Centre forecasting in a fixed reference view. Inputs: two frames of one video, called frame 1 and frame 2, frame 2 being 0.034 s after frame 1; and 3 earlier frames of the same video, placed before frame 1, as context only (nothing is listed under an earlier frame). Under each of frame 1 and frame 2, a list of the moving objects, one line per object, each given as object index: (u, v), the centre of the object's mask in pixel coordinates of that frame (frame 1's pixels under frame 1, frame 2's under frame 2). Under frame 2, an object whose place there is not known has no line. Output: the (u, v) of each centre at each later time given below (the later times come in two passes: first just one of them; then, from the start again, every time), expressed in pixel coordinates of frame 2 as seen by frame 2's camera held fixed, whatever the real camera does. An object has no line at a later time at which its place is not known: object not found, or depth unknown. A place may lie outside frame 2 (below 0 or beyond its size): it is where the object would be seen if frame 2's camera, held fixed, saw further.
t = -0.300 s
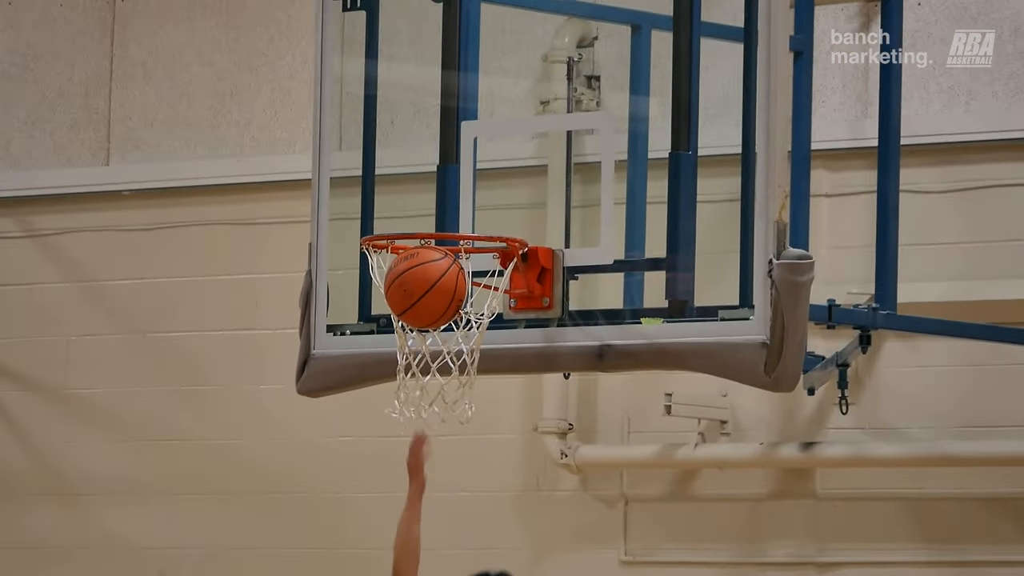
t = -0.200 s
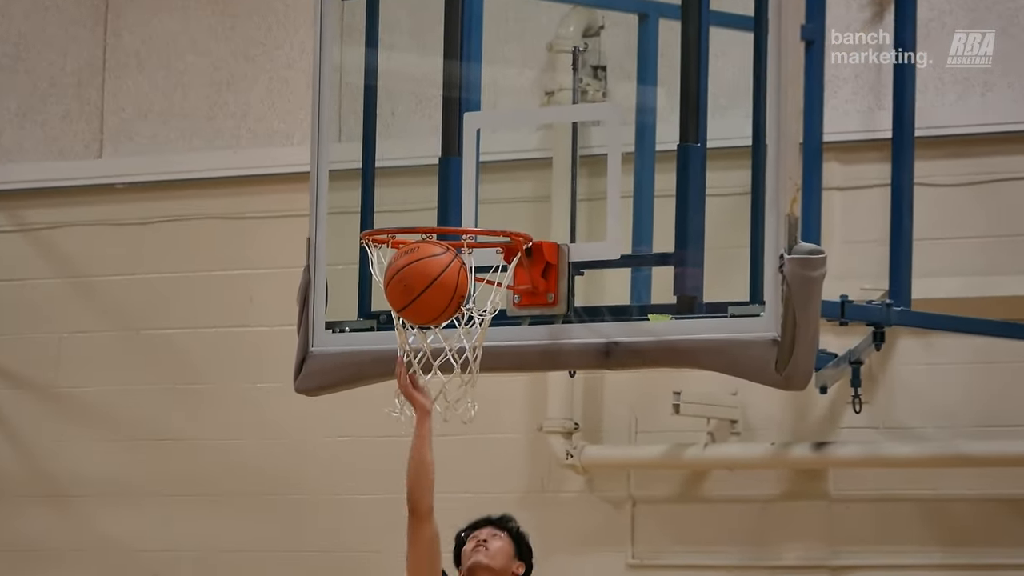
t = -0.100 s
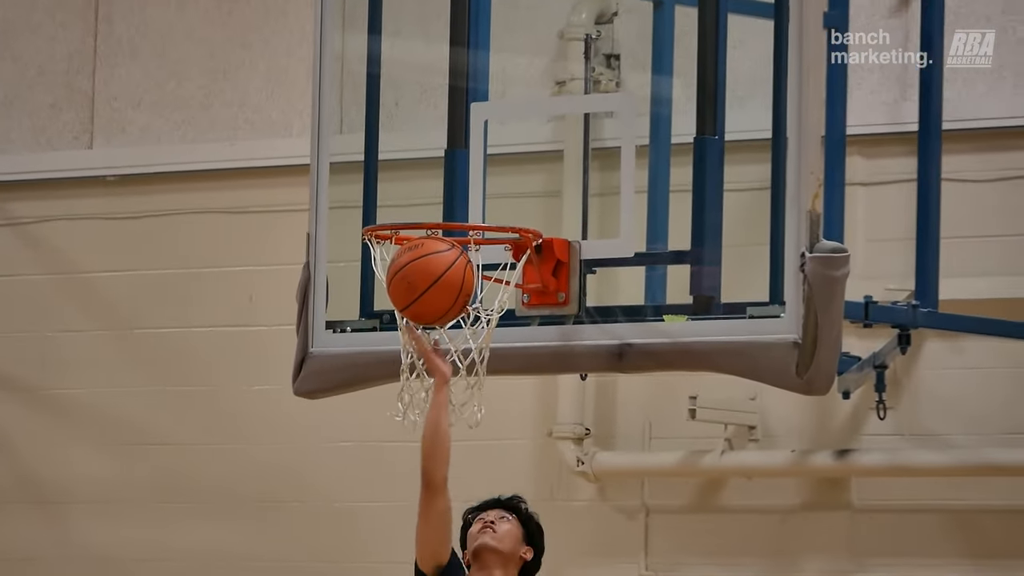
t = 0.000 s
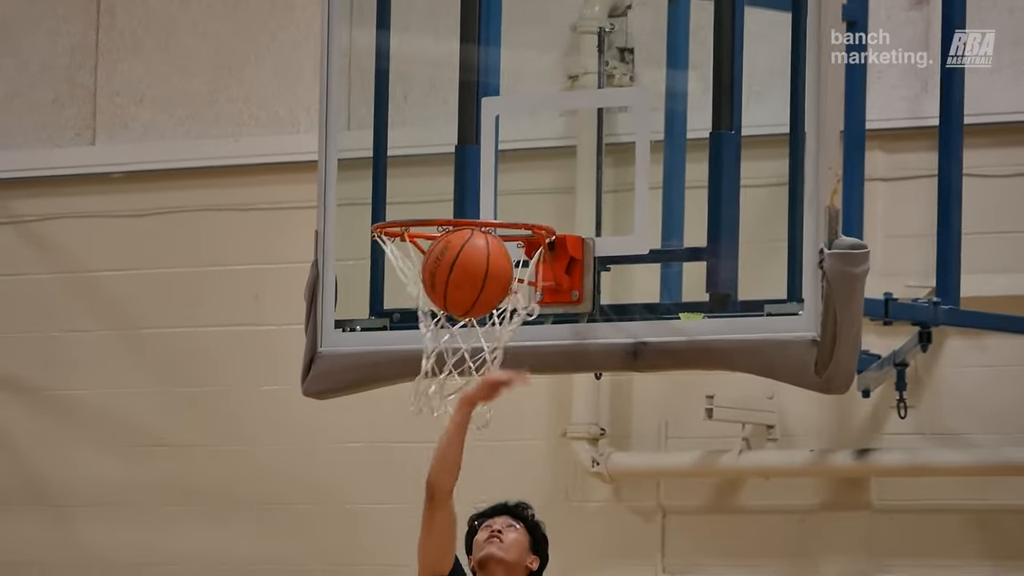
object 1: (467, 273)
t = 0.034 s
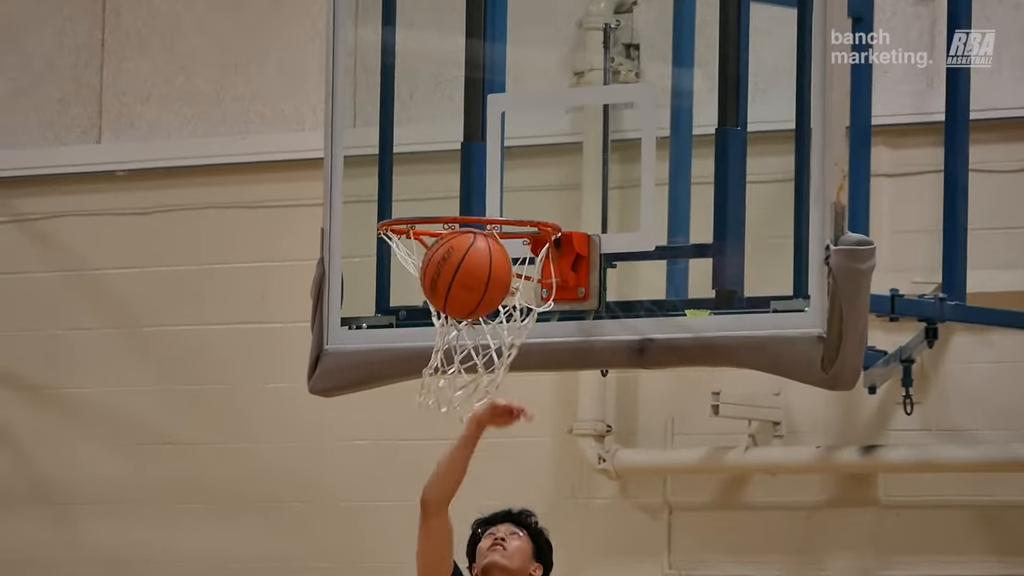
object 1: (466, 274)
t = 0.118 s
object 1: (434, 281)
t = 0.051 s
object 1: (460, 276)
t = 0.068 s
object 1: (453, 279)
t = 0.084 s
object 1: (446, 279)
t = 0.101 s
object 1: (440, 279)
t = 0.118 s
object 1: (434, 281)
